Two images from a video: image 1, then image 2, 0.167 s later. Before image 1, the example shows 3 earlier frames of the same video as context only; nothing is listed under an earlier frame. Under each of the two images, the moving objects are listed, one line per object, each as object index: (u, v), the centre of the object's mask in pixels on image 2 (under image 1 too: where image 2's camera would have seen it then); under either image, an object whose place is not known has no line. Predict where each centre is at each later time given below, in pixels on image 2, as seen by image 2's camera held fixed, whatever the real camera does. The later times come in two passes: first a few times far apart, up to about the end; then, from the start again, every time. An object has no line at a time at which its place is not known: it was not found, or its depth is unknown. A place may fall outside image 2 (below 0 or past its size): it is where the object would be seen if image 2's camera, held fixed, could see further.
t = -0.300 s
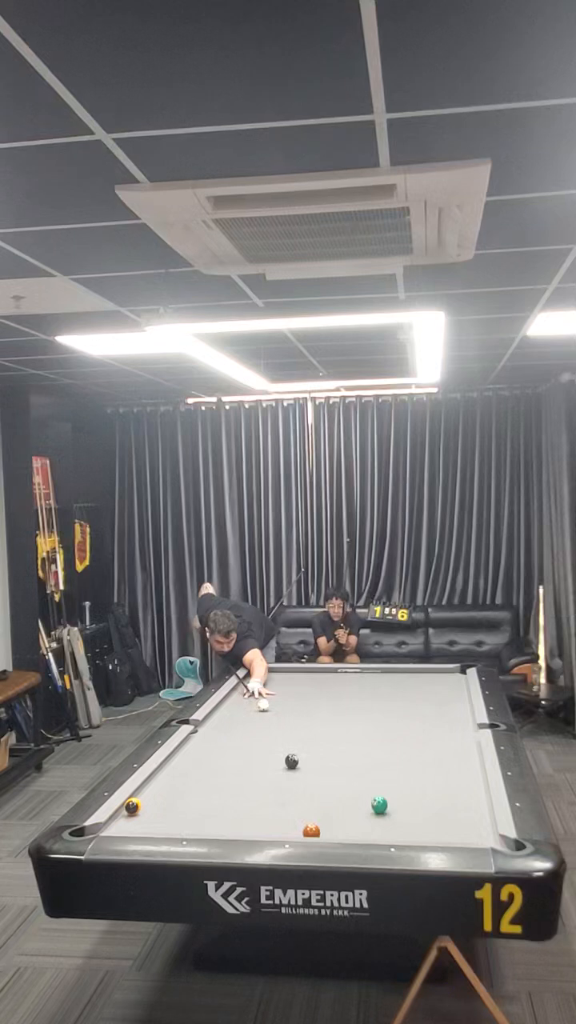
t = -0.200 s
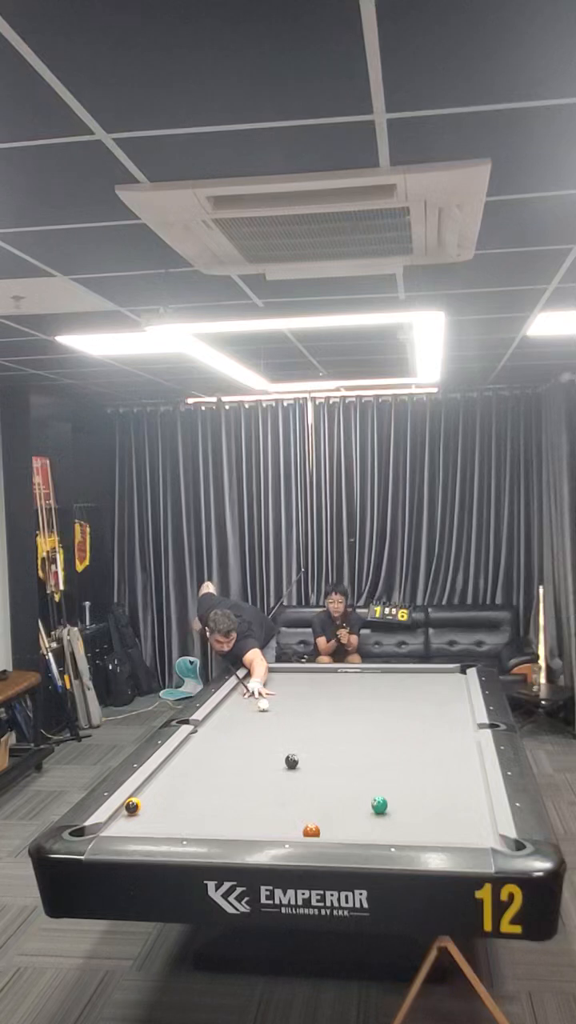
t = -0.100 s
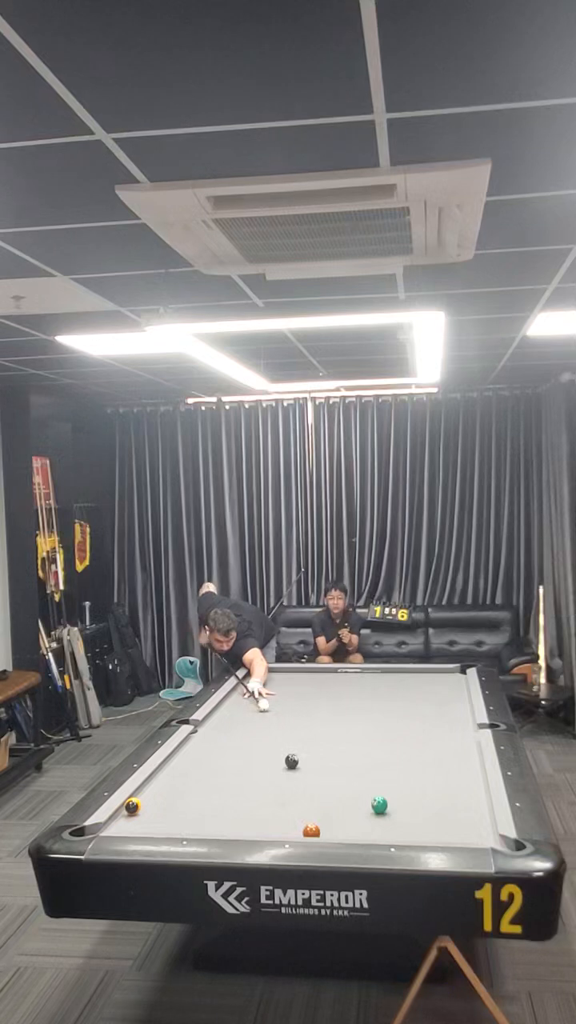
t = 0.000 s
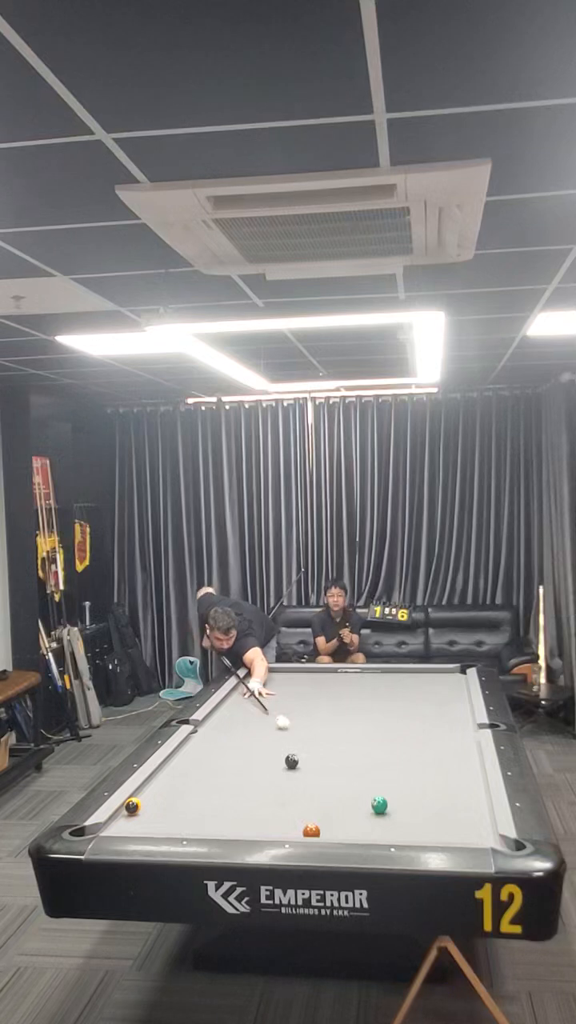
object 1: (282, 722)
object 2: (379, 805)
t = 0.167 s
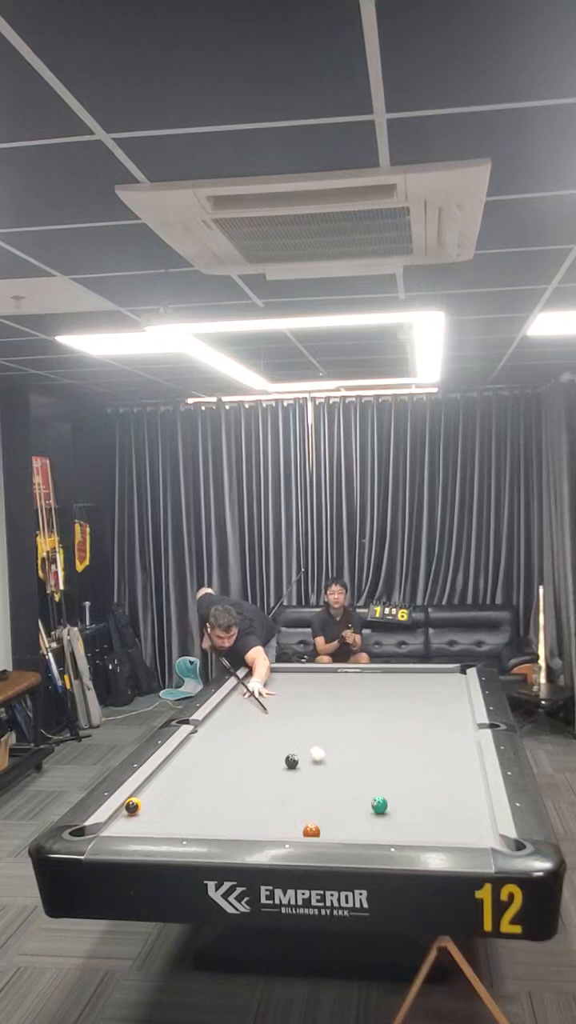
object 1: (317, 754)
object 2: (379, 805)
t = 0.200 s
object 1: (325, 761)
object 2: (379, 805)
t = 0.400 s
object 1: (361, 803)
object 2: (391, 810)
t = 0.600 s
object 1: (331, 815)
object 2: (478, 838)
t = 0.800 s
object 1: (301, 824)
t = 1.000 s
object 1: (273, 831)
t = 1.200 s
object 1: (257, 826)
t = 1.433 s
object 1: (239, 820)
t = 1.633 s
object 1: (225, 814)
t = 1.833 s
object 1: (212, 808)
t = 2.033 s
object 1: (200, 803)
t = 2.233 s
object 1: (189, 798)
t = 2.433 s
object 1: (179, 794)
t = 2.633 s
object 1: (170, 790)
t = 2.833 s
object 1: (161, 786)
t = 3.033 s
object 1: (153, 783)
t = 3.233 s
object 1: (155, 781)
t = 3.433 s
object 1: (162, 780)
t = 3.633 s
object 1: (167, 778)
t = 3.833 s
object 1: (171, 777)
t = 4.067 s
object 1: (176, 777)
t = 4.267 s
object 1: (178, 776)
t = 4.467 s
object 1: (180, 776)
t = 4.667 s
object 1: (181, 776)
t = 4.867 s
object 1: (182, 776)
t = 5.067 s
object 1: (182, 776)
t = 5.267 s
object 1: (182, 776)
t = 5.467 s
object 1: (182, 775)
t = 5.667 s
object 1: (182, 775)
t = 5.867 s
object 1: (182, 775)
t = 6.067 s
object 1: (182, 775)
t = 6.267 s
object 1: (182, 776)
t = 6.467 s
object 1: (182, 776)
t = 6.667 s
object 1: (182, 775)
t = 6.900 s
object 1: (182, 775)
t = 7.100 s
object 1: (182, 775)
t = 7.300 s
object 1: (182, 776)
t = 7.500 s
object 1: (182, 776)
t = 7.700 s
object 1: (182, 776)
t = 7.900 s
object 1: (182, 775)
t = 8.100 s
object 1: (182, 775)
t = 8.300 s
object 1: (182, 775)
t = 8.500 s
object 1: (182, 775)
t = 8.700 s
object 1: (182, 775)
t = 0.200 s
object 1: (325, 761)
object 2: (379, 805)
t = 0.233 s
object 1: (332, 768)
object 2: (379, 805)
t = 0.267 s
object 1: (340, 776)
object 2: (379, 805)
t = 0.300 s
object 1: (348, 783)
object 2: (379, 805)
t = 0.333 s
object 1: (356, 791)
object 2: (379, 805)
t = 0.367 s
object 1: (365, 799)
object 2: (379, 805)
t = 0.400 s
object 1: (361, 803)
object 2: (391, 810)
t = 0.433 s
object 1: (356, 805)
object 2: (407, 815)
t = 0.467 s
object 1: (350, 808)
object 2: (422, 820)
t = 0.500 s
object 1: (345, 810)
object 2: (436, 826)
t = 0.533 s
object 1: (340, 812)
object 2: (451, 830)
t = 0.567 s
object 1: (336, 814)
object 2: (464, 834)
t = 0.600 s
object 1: (331, 815)
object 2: (478, 838)
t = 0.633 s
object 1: (326, 817)
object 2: (493, 842)
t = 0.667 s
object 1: (322, 818)
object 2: (507, 847)
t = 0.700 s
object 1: (317, 819)
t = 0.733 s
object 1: (312, 819)
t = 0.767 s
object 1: (307, 820)
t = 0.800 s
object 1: (301, 824)
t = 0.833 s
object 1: (297, 826)
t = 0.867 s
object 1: (293, 828)
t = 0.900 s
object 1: (288, 829)
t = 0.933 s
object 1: (283, 830)
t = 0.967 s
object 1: (278, 831)
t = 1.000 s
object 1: (273, 831)
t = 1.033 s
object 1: (271, 830)
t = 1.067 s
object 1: (268, 829)
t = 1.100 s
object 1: (265, 828)
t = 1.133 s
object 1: (263, 828)
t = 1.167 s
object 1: (260, 827)
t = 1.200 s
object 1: (257, 826)
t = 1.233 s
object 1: (255, 826)
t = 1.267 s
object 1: (252, 825)
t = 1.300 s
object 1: (249, 824)
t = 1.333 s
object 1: (247, 824)
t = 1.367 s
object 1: (244, 822)
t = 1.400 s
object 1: (242, 821)
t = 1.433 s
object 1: (239, 820)
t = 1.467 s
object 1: (237, 819)
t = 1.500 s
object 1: (235, 818)
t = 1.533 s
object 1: (232, 817)
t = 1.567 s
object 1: (230, 816)
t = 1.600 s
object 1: (228, 815)
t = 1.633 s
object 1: (225, 814)
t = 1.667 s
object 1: (223, 813)
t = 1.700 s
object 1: (221, 811)
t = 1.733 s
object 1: (219, 811)
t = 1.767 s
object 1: (216, 810)
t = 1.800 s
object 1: (215, 809)
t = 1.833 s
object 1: (212, 808)
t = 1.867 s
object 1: (210, 807)
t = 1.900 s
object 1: (208, 806)
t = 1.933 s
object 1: (207, 805)
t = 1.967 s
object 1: (205, 804)
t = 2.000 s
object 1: (203, 803)
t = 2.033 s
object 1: (200, 803)
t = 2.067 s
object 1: (198, 802)
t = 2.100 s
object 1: (197, 801)
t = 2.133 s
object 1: (195, 800)
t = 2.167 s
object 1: (193, 799)
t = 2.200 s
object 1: (191, 798)
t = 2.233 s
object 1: (189, 798)
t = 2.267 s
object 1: (188, 797)
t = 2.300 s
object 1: (186, 796)
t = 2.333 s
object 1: (184, 796)
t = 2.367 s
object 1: (183, 795)
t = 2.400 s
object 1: (181, 794)
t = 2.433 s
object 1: (179, 794)
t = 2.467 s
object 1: (178, 793)
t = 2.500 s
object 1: (176, 792)
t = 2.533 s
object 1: (175, 792)
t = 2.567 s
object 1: (173, 791)
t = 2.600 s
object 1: (172, 790)
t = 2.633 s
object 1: (170, 790)
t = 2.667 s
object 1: (169, 789)
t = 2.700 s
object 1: (167, 788)
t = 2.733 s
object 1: (166, 788)
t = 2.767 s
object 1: (164, 787)
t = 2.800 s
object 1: (163, 787)
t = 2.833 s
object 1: (161, 786)
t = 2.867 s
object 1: (160, 786)
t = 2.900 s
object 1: (158, 785)
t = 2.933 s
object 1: (157, 785)
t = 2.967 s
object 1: (156, 784)
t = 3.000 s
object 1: (154, 783)
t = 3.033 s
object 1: (153, 783)
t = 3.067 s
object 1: (151, 783)
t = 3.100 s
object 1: (151, 782)
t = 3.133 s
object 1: (151, 782)
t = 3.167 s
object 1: (153, 781)
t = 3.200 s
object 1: (154, 781)
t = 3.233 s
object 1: (155, 781)
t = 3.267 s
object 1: (156, 781)
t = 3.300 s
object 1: (157, 781)
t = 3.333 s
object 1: (158, 780)
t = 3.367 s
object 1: (159, 780)
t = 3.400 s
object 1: (160, 780)
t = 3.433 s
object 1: (162, 780)
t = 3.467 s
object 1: (163, 780)
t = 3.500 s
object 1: (164, 779)
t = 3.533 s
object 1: (165, 779)
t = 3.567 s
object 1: (165, 779)
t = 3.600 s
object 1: (166, 778)
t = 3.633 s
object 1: (167, 778)
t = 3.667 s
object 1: (168, 778)
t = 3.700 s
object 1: (169, 778)
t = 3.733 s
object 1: (169, 778)
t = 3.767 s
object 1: (170, 778)
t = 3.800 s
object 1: (171, 777)
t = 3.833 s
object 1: (171, 777)
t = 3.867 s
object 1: (172, 777)
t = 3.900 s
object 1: (173, 777)
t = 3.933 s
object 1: (174, 777)
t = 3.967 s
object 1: (174, 777)
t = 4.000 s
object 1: (174, 777)
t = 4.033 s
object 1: (175, 777)
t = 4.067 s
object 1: (176, 777)
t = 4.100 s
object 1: (176, 777)
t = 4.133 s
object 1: (177, 777)
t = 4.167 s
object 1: (177, 777)
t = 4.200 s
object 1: (177, 776)
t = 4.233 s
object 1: (178, 776)
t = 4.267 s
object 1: (178, 776)
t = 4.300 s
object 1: (179, 776)
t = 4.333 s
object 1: (179, 776)
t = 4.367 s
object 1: (179, 776)
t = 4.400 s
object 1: (179, 776)
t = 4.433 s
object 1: (180, 776)
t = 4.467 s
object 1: (180, 776)
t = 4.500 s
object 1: (180, 776)
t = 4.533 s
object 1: (180, 776)
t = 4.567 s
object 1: (181, 776)
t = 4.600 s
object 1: (181, 776)
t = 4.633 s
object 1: (181, 776)
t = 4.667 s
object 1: (181, 776)
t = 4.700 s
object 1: (181, 776)
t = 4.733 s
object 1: (182, 776)
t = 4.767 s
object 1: (182, 776)
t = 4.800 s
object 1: (182, 776)
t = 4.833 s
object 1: (182, 776)
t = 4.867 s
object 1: (182, 776)
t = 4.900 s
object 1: (182, 776)
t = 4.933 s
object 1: (182, 776)
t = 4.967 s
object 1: (182, 776)
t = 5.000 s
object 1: (182, 775)
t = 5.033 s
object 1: (182, 776)
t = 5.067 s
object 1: (182, 776)
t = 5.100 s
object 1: (182, 775)
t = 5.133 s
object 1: (182, 775)
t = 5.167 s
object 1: (182, 775)
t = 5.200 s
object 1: (182, 775)
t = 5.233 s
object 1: (182, 775)
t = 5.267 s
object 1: (182, 776)
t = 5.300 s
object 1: (182, 775)
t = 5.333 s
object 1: (182, 775)
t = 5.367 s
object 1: (182, 776)
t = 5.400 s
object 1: (182, 776)
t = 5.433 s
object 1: (182, 776)
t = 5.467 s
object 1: (182, 775)
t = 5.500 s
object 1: (182, 775)
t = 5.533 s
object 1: (182, 775)
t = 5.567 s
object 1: (182, 776)
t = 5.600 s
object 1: (182, 776)
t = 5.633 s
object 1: (182, 775)
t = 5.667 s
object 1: (182, 775)
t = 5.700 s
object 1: (182, 775)
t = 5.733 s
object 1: (182, 775)
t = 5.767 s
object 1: (182, 775)
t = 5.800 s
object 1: (182, 775)
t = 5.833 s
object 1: (182, 775)
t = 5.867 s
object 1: (182, 775)
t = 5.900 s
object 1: (182, 775)
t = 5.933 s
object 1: (182, 775)
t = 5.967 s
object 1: (182, 776)
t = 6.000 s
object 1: (182, 775)
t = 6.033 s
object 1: (182, 775)
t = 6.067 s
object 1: (182, 775)
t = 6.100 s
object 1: (182, 775)
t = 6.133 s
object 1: (182, 776)
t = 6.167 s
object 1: (182, 776)
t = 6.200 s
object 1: (182, 776)
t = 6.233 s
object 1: (182, 776)
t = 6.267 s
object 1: (182, 776)
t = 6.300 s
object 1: (182, 776)
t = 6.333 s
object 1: (182, 775)
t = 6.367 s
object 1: (182, 775)
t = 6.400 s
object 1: (182, 775)
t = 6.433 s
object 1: (182, 775)
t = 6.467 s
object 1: (182, 776)
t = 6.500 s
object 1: (182, 776)
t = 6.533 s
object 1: (182, 776)
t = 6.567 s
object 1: (182, 776)
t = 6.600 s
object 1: (182, 776)
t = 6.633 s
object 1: (182, 776)
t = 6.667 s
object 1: (182, 775)
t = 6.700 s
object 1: (182, 775)
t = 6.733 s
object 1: (182, 776)
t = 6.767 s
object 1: (182, 775)
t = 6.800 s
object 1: (182, 776)
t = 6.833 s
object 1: (182, 776)
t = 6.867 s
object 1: (182, 775)
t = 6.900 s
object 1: (182, 775)
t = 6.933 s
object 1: (182, 775)
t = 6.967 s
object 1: (182, 776)
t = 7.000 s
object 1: (182, 775)
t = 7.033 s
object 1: (182, 775)
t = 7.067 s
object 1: (182, 775)
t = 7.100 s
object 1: (182, 775)
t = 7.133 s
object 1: (182, 776)
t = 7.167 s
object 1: (182, 776)
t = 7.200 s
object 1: (182, 775)
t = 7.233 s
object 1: (182, 775)
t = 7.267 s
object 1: (182, 775)
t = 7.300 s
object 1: (182, 776)
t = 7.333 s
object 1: (182, 776)
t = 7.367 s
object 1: (182, 776)
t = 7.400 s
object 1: (182, 775)
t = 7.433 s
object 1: (182, 776)
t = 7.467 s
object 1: (182, 775)
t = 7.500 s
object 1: (182, 776)
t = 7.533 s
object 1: (182, 775)
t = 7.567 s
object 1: (182, 776)
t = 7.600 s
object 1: (182, 776)
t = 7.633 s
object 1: (182, 776)
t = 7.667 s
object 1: (182, 776)
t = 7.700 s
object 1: (182, 776)
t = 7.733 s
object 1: (182, 775)
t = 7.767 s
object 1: (182, 775)
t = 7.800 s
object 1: (182, 776)
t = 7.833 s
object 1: (182, 776)
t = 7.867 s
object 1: (182, 776)
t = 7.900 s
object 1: (182, 775)
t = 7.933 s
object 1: (182, 775)
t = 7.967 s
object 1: (182, 775)
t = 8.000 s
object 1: (182, 775)
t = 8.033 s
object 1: (182, 775)
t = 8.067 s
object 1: (182, 775)
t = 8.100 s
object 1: (182, 775)
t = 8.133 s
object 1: (182, 775)
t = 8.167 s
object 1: (182, 775)
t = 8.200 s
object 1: (182, 775)
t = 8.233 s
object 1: (182, 775)
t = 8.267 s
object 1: (182, 775)
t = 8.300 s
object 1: (182, 775)
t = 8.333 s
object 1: (182, 775)
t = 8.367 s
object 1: (182, 775)
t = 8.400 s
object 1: (182, 775)
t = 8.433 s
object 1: (182, 775)
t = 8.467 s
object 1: (182, 775)
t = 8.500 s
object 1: (182, 775)
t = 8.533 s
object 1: (182, 775)
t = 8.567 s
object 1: (182, 776)
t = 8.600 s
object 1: (182, 776)
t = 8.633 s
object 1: (182, 776)
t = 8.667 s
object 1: (182, 776)
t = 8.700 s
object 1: (182, 775)
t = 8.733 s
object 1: (182, 775)
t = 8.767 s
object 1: (182, 775)
